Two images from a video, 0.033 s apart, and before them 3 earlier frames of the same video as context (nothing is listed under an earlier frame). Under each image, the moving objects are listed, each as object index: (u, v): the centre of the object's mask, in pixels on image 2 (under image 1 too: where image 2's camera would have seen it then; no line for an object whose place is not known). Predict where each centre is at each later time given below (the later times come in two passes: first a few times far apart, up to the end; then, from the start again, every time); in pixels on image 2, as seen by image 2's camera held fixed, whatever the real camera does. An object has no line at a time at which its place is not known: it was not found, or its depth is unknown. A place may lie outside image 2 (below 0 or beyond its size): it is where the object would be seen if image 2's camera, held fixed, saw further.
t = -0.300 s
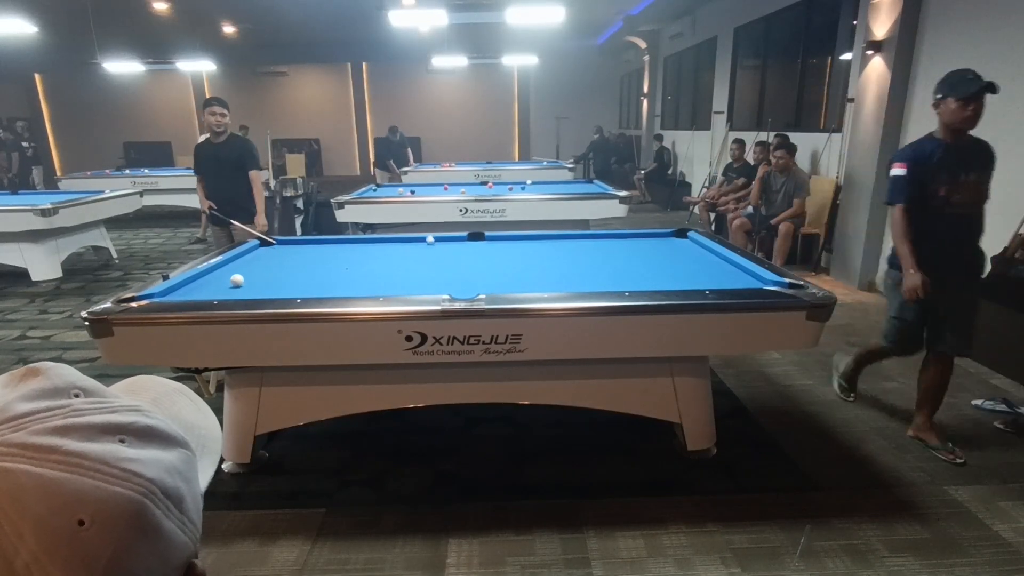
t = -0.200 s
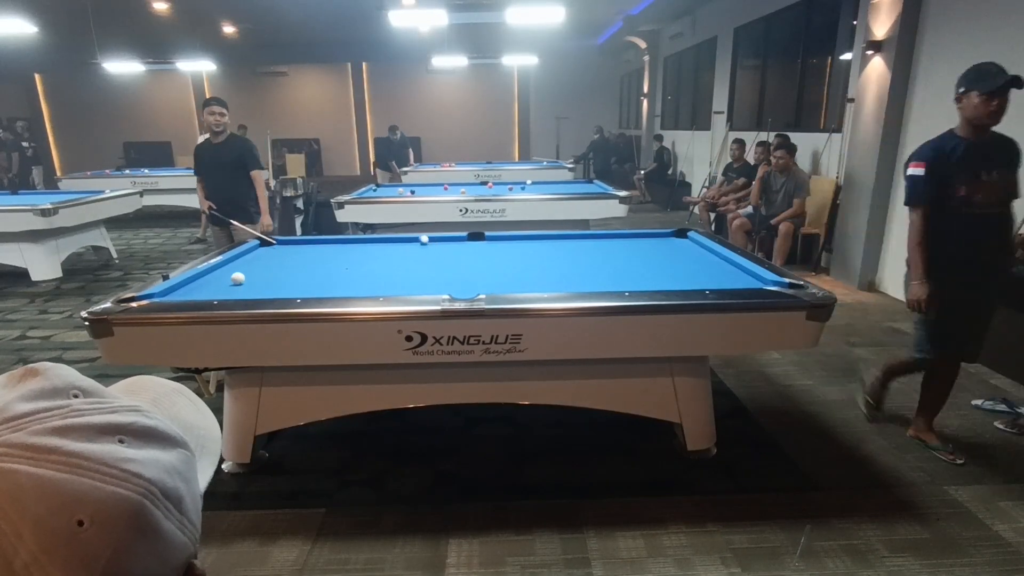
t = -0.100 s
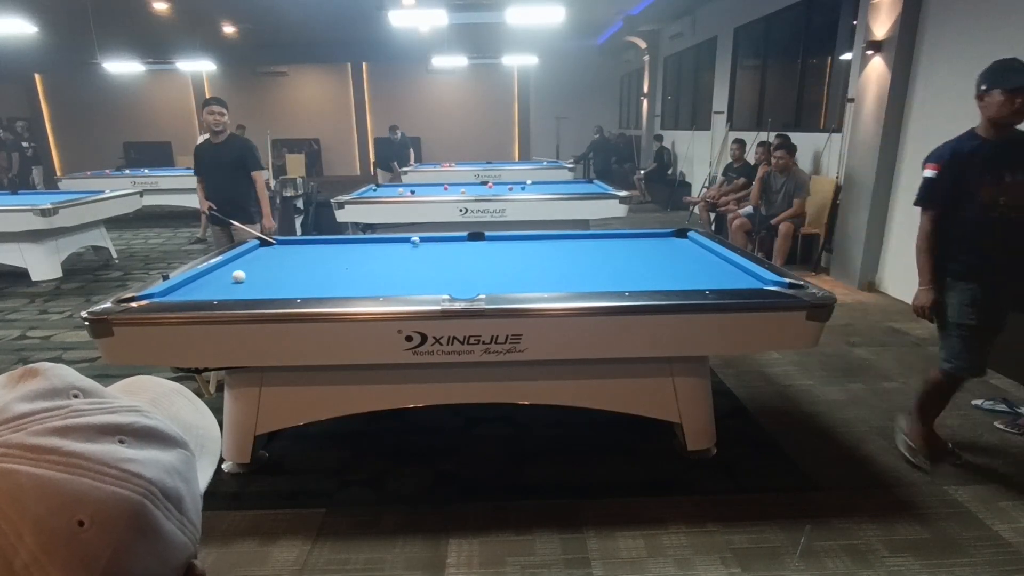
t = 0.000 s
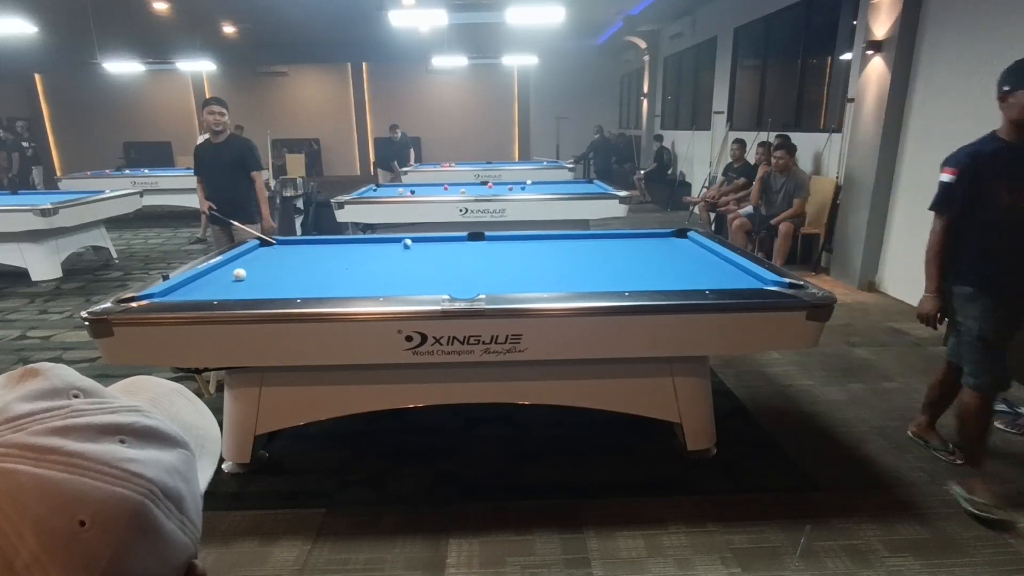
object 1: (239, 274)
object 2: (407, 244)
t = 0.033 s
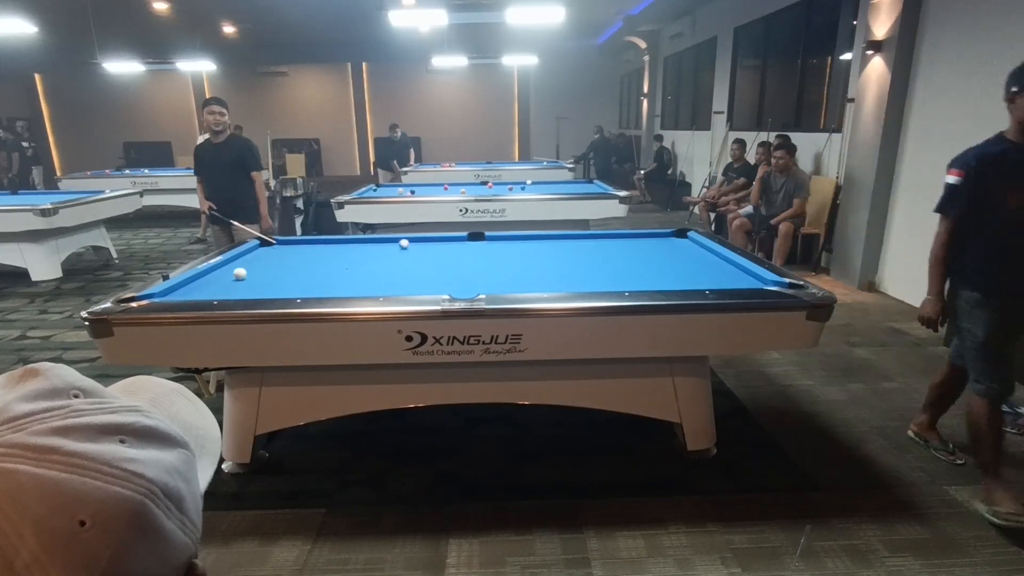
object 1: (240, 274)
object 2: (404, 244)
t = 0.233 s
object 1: (241, 271)
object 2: (387, 248)
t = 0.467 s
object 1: (243, 267)
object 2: (365, 253)
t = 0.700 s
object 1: (245, 263)
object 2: (343, 257)
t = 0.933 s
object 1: (246, 260)
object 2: (321, 262)
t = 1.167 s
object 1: (248, 257)
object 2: (298, 267)
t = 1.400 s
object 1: (249, 255)
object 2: (275, 272)
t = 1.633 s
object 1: (251, 253)
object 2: (251, 277)
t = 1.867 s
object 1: (252, 251)
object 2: (226, 282)
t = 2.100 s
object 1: (255, 249)
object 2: (203, 288)
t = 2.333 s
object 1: (258, 247)
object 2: (178, 292)
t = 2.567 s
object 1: (262, 246)
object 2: (153, 295)
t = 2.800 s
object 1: (264, 245)
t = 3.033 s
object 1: (267, 244)
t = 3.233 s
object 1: (269, 244)
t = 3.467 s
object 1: (271, 243)
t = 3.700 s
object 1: (273, 243)
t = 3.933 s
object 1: (274, 242)
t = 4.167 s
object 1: (275, 242)
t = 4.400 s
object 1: (276, 241)
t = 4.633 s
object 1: (276, 241)
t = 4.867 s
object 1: (276, 241)
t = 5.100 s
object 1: (276, 241)
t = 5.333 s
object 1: (276, 241)
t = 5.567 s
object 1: (276, 241)
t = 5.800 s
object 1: (276, 241)
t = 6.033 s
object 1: (276, 241)
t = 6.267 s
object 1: (276, 241)
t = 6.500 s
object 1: (276, 241)
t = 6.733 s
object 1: (276, 241)
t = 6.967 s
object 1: (276, 241)
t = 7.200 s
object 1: (276, 241)
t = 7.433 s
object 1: (276, 241)
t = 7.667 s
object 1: (276, 241)
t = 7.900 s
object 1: (276, 241)
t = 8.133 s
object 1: (276, 241)
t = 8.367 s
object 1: (276, 241)
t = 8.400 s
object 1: (276, 241)
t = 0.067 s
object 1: (240, 273)
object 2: (401, 245)
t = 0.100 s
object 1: (240, 273)
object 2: (398, 246)
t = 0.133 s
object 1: (240, 272)
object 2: (395, 246)
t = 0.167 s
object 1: (241, 272)
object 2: (392, 247)
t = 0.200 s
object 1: (241, 271)
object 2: (388, 248)
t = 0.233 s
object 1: (241, 271)
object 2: (387, 248)
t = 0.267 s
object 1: (241, 270)
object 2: (383, 248)
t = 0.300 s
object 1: (242, 269)
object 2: (380, 249)
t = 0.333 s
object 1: (242, 269)
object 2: (377, 251)
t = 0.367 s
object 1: (242, 268)
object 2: (374, 250)
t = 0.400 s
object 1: (243, 268)
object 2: (371, 251)
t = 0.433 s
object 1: (243, 267)
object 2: (368, 252)
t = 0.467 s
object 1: (243, 267)
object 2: (365, 253)
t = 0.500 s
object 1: (243, 266)
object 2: (362, 253)
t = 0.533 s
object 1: (244, 266)
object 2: (359, 254)
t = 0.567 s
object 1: (244, 265)
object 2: (355, 255)
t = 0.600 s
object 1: (244, 265)
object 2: (352, 256)
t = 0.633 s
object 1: (244, 264)
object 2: (350, 256)
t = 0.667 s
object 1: (244, 264)
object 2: (346, 256)
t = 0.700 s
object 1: (245, 263)
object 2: (343, 257)
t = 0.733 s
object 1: (245, 263)
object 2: (340, 258)
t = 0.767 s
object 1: (245, 262)
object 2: (338, 259)
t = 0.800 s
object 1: (245, 262)
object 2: (334, 259)
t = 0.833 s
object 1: (246, 261)
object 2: (331, 260)
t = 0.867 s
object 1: (246, 261)
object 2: (327, 261)
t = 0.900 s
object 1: (246, 260)
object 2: (324, 262)
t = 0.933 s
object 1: (246, 260)
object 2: (321, 262)
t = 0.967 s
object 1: (247, 260)
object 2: (317, 262)
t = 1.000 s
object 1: (247, 259)
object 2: (314, 263)
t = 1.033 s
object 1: (247, 259)
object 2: (311, 265)
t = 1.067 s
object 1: (247, 258)
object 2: (309, 265)
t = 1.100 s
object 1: (248, 258)
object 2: (305, 265)
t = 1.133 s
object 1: (248, 258)
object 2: (302, 266)
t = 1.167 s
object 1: (248, 257)
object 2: (298, 267)
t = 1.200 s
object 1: (248, 257)
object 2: (294, 268)
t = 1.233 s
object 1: (248, 256)
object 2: (292, 269)
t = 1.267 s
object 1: (249, 256)
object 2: (288, 269)
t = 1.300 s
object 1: (249, 256)
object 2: (284, 269)
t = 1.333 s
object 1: (249, 255)
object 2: (281, 271)
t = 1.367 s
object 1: (249, 255)
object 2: (278, 272)
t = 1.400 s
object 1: (249, 255)
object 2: (275, 272)
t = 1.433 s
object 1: (250, 255)
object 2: (272, 273)
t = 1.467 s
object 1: (250, 254)
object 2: (268, 273)
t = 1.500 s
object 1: (250, 254)
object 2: (264, 274)
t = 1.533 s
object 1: (250, 253)
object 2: (261, 275)
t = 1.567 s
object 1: (251, 253)
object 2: (258, 276)
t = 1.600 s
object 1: (251, 253)
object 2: (254, 276)
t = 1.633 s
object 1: (251, 253)
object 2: (251, 277)
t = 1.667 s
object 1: (251, 252)
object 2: (247, 278)
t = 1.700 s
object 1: (251, 252)
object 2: (244, 279)
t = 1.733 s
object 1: (251, 252)
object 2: (241, 280)
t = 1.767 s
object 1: (252, 251)
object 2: (238, 280)
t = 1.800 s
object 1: (252, 251)
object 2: (234, 281)
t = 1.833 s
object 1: (252, 251)
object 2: (230, 281)
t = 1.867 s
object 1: (252, 251)
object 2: (226, 282)
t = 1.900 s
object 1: (253, 250)
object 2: (223, 284)
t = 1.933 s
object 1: (253, 250)
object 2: (220, 284)
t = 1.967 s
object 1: (253, 249)
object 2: (216, 285)
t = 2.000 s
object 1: (253, 249)
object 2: (213, 285)
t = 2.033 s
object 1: (254, 249)
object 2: (209, 286)
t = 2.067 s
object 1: (254, 249)
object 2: (206, 287)
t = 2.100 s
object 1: (255, 249)
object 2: (203, 288)
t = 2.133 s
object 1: (255, 249)
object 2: (200, 288)
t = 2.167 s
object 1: (256, 249)
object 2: (196, 289)
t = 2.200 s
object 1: (256, 248)
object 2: (192, 289)
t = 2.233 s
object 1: (257, 248)
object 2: (188, 290)
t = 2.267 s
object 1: (257, 248)
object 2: (184, 290)
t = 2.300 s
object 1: (258, 248)
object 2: (180, 291)
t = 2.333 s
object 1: (258, 247)
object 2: (178, 292)
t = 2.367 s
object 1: (259, 247)
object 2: (174, 291)
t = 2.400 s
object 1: (259, 247)
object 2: (170, 291)
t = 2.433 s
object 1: (260, 247)
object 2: (166, 292)
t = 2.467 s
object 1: (260, 247)
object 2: (162, 293)
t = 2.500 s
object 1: (261, 246)
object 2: (160, 294)
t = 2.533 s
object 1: (261, 246)
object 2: (157, 295)
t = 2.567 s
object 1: (262, 246)
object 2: (153, 295)
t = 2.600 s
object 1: (262, 246)
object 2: (151, 295)
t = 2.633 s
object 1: (262, 246)
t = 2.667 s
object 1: (263, 246)
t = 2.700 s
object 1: (263, 246)
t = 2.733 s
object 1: (264, 246)
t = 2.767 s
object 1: (264, 245)
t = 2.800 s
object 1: (264, 245)
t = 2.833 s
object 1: (265, 245)
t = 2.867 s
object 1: (265, 245)
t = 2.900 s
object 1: (266, 245)
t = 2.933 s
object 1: (266, 244)
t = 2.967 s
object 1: (266, 244)
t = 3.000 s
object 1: (267, 244)
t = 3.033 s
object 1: (267, 244)
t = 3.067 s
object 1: (267, 244)
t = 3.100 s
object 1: (268, 244)
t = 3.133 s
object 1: (268, 244)
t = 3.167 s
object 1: (268, 244)
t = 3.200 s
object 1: (269, 244)
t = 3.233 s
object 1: (269, 244)
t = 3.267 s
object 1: (269, 243)
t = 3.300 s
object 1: (269, 243)
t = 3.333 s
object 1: (270, 243)
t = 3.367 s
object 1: (270, 243)
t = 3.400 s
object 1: (270, 243)
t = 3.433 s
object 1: (271, 243)
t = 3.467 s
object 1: (271, 243)
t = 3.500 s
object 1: (271, 243)
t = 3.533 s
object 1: (271, 243)
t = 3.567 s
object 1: (272, 243)
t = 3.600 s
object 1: (272, 243)
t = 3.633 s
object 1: (272, 243)
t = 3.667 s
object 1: (272, 242)
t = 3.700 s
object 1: (273, 243)
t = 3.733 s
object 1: (273, 242)
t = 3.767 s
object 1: (273, 242)
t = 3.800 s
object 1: (273, 242)
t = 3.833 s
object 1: (274, 242)
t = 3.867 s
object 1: (274, 242)
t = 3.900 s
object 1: (274, 242)
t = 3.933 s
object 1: (274, 242)
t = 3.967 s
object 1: (274, 242)
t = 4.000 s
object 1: (274, 242)
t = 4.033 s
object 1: (275, 242)
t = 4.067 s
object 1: (275, 242)
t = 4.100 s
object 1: (275, 242)
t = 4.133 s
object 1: (275, 242)
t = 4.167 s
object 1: (275, 242)
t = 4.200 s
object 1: (275, 242)
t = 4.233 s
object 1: (275, 241)
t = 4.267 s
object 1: (276, 241)
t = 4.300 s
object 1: (276, 242)
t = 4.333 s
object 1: (276, 241)
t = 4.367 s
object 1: (276, 241)
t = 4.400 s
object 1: (276, 241)
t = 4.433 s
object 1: (276, 241)
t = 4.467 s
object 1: (276, 241)
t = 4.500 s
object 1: (276, 241)
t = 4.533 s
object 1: (276, 241)
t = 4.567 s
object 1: (276, 241)
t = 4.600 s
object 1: (276, 241)
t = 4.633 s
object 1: (276, 241)
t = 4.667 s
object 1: (276, 241)
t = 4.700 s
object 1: (276, 241)
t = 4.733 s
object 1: (276, 241)
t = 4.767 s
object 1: (276, 241)
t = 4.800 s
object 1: (276, 241)
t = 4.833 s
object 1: (276, 241)
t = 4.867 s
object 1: (276, 241)
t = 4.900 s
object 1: (276, 241)
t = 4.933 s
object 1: (276, 241)
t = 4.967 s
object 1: (276, 241)
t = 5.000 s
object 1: (276, 241)
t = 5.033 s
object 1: (276, 241)
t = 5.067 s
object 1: (276, 241)
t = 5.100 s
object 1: (276, 241)
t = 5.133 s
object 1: (276, 241)
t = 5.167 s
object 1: (276, 241)
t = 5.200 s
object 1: (276, 241)
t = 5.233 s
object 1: (276, 241)
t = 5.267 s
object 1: (276, 241)
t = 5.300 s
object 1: (276, 241)
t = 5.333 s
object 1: (276, 241)
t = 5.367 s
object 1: (276, 241)
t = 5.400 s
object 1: (276, 241)
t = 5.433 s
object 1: (276, 241)
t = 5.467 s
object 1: (276, 241)
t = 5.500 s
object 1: (276, 241)
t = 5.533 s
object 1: (276, 241)
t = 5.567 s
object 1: (276, 241)
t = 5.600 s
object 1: (276, 241)
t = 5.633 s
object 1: (276, 241)
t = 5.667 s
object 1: (276, 241)
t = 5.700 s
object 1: (276, 241)
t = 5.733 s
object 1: (276, 241)
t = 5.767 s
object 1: (276, 241)
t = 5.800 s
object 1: (276, 241)
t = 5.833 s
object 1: (276, 241)
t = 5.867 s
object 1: (276, 241)
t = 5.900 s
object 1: (276, 241)
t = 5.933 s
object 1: (276, 241)
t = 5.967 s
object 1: (276, 241)
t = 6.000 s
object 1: (276, 241)
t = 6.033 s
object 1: (276, 241)
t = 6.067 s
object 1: (276, 241)
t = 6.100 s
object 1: (276, 241)
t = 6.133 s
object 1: (276, 241)
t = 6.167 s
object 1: (276, 241)
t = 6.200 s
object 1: (276, 241)
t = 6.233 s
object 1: (277, 241)
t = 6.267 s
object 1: (276, 241)
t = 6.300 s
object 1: (276, 241)
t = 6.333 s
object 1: (276, 241)
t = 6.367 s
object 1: (276, 241)
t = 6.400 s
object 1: (276, 241)
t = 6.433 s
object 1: (276, 241)
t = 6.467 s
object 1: (276, 241)
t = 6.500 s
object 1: (276, 241)
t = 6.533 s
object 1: (276, 241)
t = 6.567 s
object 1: (276, 241)
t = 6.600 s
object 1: (276, 241)
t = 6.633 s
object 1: (276, 241)
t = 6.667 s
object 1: (276, 241)
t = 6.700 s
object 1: (276, 241)
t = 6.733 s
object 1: (276, 241)
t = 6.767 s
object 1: (276, 241)
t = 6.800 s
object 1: (276, 241)
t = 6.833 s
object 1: (276, 241)
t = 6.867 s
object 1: (276, 241)
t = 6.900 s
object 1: (276, 241)
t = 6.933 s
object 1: (276, 241)
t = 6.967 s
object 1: (276, 241)
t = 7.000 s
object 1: (276, 241)
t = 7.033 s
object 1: (276, 241)
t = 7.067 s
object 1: (276, 241)
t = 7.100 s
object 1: (276, 241)
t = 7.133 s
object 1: (276, 241)
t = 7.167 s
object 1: (276, 241)
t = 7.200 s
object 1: (276, 241)
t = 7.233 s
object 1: (276, 241)
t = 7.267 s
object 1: (276, 241)
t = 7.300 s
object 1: (276, 241)
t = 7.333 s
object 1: (276, 241)
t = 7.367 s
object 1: (276, 241)
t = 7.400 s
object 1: (276, 241)
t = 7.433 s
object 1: (276, 241)
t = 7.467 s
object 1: (276, 241)
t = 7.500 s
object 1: (276, 241)
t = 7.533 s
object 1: (276, 241)
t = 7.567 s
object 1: (276, 241)
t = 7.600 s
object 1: (276, 241)
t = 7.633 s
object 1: (276, 241)
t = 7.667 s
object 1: (276, 241)
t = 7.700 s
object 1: (276, 241)
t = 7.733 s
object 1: (276, 241)
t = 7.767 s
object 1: (276, 241)
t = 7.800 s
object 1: (276, 241)
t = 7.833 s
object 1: (276, 241)
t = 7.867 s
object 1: (276, 241)
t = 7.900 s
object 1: (276, 241)
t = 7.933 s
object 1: (276, 241)
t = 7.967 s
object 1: (276, 241)
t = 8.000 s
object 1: (276, 241)
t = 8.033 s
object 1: (276, 241)
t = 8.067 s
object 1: (276, 241)
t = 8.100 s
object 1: (276, 241)
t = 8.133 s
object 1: (276, 241)
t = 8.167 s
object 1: (276, 241)
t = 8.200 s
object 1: (276, 241)
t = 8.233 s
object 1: (276, 241)
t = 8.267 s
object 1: (276, 241)
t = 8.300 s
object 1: (276, 241)
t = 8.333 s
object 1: (276, 241)
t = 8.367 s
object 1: (276, 241)
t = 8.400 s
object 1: (276, 241)
